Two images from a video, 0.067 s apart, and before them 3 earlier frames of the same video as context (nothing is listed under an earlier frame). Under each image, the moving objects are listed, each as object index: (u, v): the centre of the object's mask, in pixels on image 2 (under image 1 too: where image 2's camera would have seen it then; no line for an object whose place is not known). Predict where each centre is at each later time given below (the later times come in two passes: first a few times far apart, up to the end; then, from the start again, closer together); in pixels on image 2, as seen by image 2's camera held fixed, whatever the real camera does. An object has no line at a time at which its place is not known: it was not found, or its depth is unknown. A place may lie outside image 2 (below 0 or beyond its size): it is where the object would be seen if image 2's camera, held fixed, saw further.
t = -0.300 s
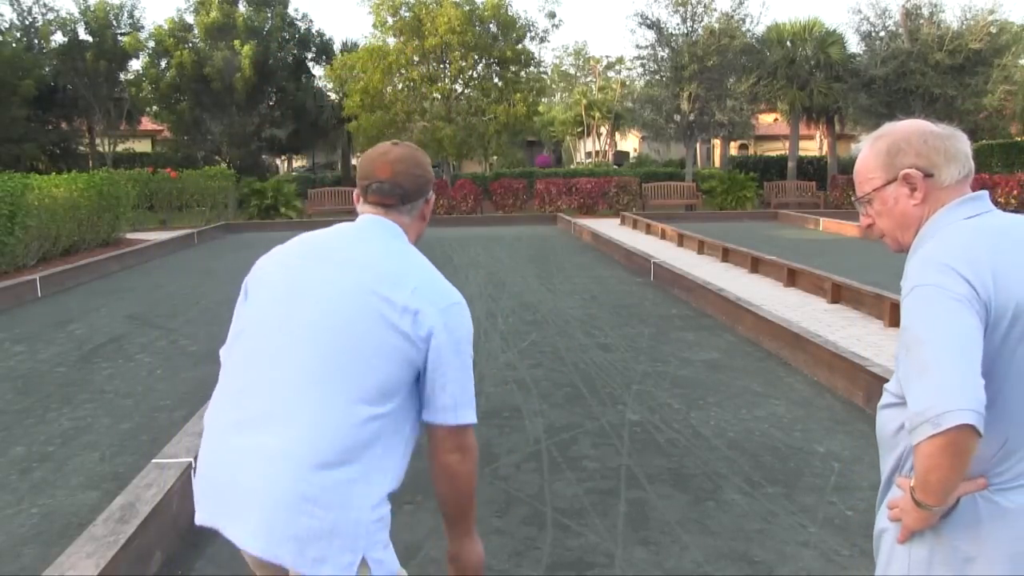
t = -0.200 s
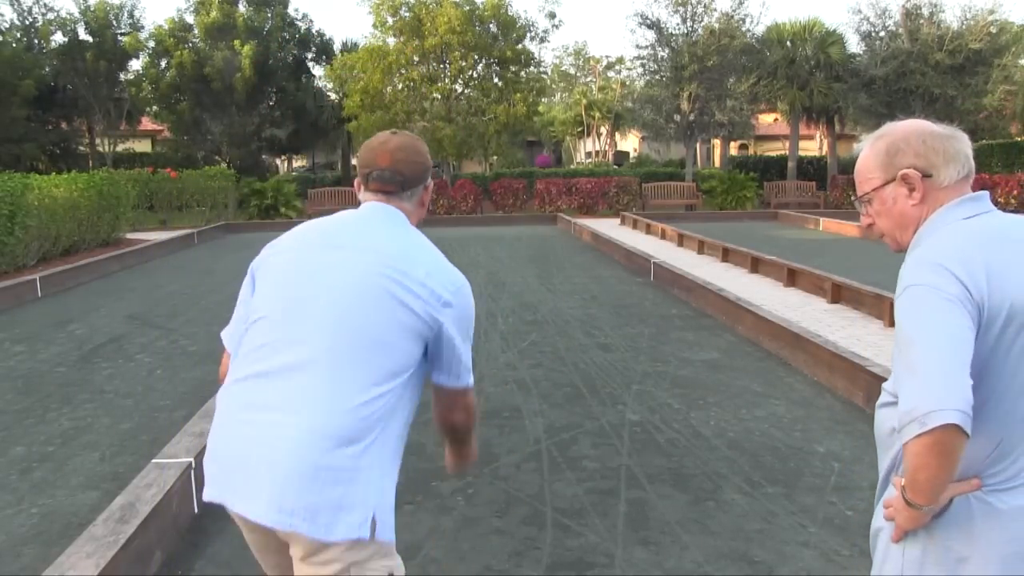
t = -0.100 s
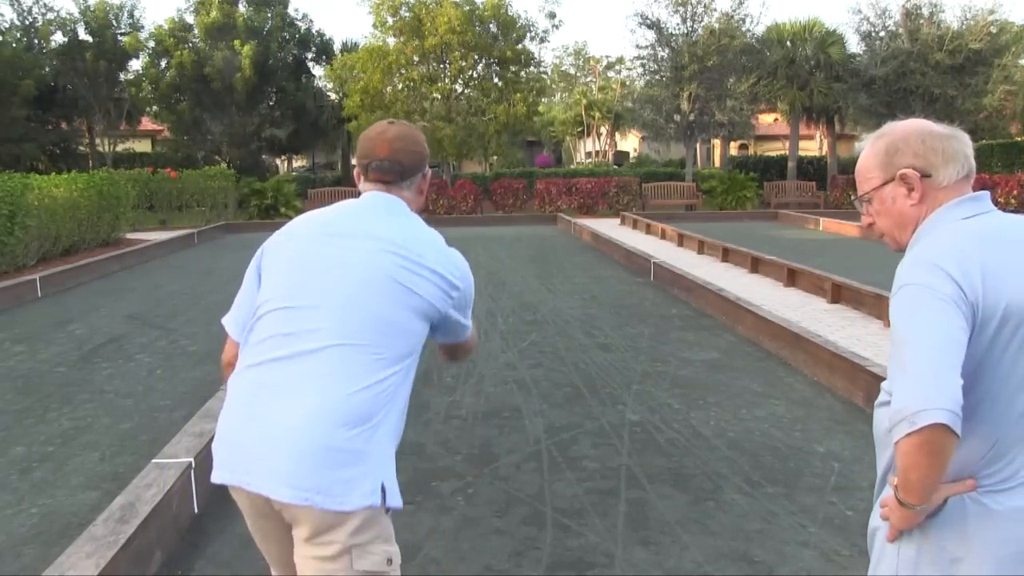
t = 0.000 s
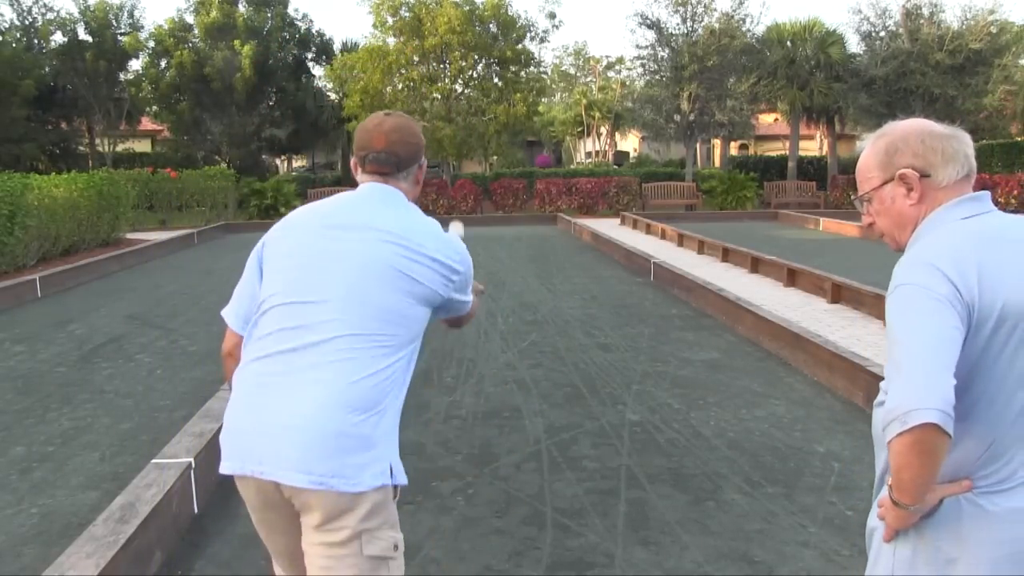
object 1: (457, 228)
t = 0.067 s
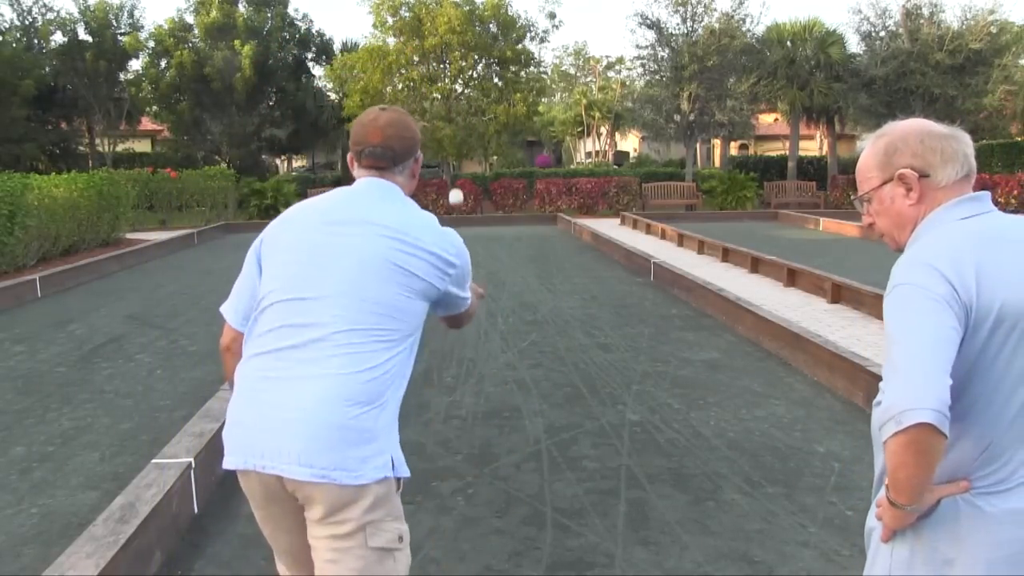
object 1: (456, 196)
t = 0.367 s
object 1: (457, 192)
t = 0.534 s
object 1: (460, 251)
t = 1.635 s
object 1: (468, 306)
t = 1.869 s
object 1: (469, 298)
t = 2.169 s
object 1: (470, 290)
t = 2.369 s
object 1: (470, 285)
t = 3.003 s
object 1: (473, 273)
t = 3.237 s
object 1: (474, 269)
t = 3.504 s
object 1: (475, 266)
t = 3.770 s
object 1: (474, 263)
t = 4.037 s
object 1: (474, 261)
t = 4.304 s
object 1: (474, 259)
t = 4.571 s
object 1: (474, 257)
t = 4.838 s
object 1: (472, 255)
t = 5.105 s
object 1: (472, 254)
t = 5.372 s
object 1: (471, 253)
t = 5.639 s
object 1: (471, 253)
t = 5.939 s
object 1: (470, 252)
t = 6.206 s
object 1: (470, 252)
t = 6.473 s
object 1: (468, 251)
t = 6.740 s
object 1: (468, 252)
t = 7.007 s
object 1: (467, 251)
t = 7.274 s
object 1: (467, 251)
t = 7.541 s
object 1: (468, 251)
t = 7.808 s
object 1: (468, 252)
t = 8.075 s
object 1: (468, 251)
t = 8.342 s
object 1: (468, 251)
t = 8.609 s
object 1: (468, 251)
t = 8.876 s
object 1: (468, 251)
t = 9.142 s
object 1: (468, 251)
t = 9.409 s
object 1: (468, 251)
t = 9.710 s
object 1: (468, 251)
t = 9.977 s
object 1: (468, 252)
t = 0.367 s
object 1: (457, 192)
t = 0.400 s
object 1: (458, 201)
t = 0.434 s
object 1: (458, 212)
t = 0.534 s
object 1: (460, 251)
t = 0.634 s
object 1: (462, 299)
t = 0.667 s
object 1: (462, 316)
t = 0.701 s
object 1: (463, 334)
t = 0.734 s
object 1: (464, 353)
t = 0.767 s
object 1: (464, 354)
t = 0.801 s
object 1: (464, 347)
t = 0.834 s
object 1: (464, 342)
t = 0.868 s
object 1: (463, 339)
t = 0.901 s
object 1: (463, 338)
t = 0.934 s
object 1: (464, 338)
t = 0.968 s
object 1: (463, 339)
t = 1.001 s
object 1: (464, 339)
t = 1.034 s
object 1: (463, 336)
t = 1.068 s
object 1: (464, 334)
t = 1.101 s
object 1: (464, 333)
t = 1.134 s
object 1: (464, 330)
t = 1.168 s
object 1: (464, 329)
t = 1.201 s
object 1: (464, 327)
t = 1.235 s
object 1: (464, 326)
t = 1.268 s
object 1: (464, 324)
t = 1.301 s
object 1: (464, 321)
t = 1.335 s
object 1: (465, 320)
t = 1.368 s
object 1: (465, 318)
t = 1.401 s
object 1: (466, 316)
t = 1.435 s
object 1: (466, 314)
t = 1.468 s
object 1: (467, 313)
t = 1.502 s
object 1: (467, 311)
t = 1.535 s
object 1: (467, 310)
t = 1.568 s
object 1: (467, 309)
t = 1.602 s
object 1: (467, 307)
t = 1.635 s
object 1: (468, 306)
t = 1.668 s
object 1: (468, 305)
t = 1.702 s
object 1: (468, 303)
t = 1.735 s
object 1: (468, 302)
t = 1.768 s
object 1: (468, 301)
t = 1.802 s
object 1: (469, 300)
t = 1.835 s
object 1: (469, 299)
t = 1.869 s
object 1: (469, 298)
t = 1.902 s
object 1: (469, 297)
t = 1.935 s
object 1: (469, 296)
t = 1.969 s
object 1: (469, 295)
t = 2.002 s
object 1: (469, 294)
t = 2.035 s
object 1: (469, 294)
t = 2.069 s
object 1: (469, 293)
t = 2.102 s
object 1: (469, 292)
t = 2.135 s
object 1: (470, 291)
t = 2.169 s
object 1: (470, 290)
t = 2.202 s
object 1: (470, 289)
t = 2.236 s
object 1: (470, 288)
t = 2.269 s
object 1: (470, 288)
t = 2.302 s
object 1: (470, 287)
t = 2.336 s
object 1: (470, 286)
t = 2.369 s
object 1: (470, 285)
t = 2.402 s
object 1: (470, 284)
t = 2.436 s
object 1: (470, 283)
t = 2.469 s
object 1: (471, 283)
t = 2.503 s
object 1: (471, 282)
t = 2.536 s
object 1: (471, 281)
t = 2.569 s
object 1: (471, 281)
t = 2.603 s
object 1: (471, 280)
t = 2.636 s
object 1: (472, 279)
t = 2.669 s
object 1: (472, 279)
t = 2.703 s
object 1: (472, 278)
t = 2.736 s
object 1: (472, 278)
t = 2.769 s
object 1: (472, 277)
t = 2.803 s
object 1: (472, 276)
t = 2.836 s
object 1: (472, 275)
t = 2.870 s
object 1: (472, 275)
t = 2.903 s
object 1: (472, 274)
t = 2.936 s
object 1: (473, 274)
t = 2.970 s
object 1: (473, 274)
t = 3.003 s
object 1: (473, 273)
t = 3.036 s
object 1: (473, 273)
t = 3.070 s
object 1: (473, 272)
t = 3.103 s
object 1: (473, 272)
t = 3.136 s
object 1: (473, 271)
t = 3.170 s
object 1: (473, 270)
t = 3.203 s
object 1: (473, 270)
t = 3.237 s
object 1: (474, 269)
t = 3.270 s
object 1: (474, 269)
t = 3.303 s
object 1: (474, 269)
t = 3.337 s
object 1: (474, 268)
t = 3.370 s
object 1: (474, 268)
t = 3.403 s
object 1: (475, 267)
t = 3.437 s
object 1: (475, 267)
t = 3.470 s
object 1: (475, 266)
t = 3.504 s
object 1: (475, 266)
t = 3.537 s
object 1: (475, 266)
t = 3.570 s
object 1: (474, 265)
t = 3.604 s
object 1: (474, 265)
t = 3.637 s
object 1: (474, 265)
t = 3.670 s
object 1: (474, 264)
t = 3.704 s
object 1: (474, 264)
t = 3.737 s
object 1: (474, 264)
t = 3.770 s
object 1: (474, 263)
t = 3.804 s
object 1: (474, 263)
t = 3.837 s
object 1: (474, 263)
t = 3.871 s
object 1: (474, 263)
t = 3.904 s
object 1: (475, 262)
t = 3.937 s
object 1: (475, 262)
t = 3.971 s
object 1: (474, 262)
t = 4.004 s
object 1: (474, 261)
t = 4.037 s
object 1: (474, 261)
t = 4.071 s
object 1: (474, 261)
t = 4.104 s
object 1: (474, 260)
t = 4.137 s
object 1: (474, 260)
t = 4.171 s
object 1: (474, 260)
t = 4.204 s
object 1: (474, 260)
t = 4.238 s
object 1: (474, 259)
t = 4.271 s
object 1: (474, 259)
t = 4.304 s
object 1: (474, 259)
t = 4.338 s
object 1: (474, 259)
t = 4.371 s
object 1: (474, 259)
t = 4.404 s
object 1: (473, 258)
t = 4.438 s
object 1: (474, 258)
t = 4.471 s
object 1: (474, 258)
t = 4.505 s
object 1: (474, 258)
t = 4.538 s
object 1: (474, 257)
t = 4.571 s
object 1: (474, 257)
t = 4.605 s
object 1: (474, 257)
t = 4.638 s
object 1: (474, 257)
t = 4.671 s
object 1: (473, 256)
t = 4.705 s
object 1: (473, 256)
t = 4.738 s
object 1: (473, 255)
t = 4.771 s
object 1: (473, 256)
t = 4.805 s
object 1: (472, 255)
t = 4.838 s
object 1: (472, 255)
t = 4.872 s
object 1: (472, 255)
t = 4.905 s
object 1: (472, 255)
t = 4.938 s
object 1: (472, 255)
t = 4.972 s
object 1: (472, 254)
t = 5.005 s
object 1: (472, 254)
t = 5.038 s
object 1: (472, 254)
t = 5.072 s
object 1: (472, 254)
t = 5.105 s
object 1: (472, 254)
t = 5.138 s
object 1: (472, 254)
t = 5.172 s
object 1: (472, 254)
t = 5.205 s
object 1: (472, 254)
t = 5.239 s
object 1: (472, 253)
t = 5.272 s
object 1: (471, 253)
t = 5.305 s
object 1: (472, 253)
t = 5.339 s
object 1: (472, 253)
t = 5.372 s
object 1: (471, 253)
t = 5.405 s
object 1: (471, 253)
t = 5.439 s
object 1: (471, 253)
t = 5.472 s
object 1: (471, 253)
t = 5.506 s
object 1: (471, 253)
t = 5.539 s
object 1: (471, 252)
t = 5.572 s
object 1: (471, 253)
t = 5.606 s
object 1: (471, 253)
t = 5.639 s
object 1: (471, 253)
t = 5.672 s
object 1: (471, 252)
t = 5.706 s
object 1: (471, 252)
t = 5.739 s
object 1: (470, 252)
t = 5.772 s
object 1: (470, 252)
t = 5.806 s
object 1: (470, 252)
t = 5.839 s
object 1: (470, 252)
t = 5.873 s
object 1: (470, 252)
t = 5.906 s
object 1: (470, 252)
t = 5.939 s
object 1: (470, 252)
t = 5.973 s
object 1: (470, 252)
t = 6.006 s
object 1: (470, 252)
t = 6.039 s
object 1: (470, 252)
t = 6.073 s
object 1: (470, 252)
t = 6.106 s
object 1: (470, 252)
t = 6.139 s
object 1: (470, 252)
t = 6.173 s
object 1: (470, 252)
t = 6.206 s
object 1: (470, 252)
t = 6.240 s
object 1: (470, 252)
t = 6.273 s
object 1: (470, 252)
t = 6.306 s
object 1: (469, 251)
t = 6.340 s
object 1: (469, 251)
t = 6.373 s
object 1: (469, 251)
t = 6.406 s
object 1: (468, 251)
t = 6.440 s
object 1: (469, 251)
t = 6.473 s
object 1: (468, 251)
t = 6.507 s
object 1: (468, 251)
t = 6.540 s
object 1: (468, 251)
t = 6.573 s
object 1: (468, 251)
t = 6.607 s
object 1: (468, 251)
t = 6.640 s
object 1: (468, 251)
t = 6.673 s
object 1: (468, 252)
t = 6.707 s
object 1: (468, 252)
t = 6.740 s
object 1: (468, 252)
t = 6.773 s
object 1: (468, 252)
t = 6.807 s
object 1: (468, 251)
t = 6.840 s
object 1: (468, 251)
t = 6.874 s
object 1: (467, 252)
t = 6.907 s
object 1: (467, 251)
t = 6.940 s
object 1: (467, 251)
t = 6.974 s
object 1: (467, 251)
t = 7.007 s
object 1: (467, 251)
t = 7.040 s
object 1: (467, 251)
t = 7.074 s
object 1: (467, 251)
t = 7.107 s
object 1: (467, 251)
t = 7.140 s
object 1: (467, 251)
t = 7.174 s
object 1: (467, 251)
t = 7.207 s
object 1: (467, 251)
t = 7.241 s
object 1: (467, 251)
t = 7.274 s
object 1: (467, 251)
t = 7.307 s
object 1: (467, 251)
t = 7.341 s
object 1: (467, 251)
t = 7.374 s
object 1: (467, 251)
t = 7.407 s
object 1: (467, 251)
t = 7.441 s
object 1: (467, 251)
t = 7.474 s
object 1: (467, 251)
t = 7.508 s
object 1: (468, 251)
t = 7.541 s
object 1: (468, 251)
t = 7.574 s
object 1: (468, 251)
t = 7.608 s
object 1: (468, 251)
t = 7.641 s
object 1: (468, 251)
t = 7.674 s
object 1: (468, 251)
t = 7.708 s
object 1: (468, 251)
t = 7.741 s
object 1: (468, 251)
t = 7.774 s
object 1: (468, 251)
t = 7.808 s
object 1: (468, 252)
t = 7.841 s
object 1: (468, 251)
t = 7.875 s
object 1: (468, 251)
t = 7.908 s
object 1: (468, 251)
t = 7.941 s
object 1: (468, 251)
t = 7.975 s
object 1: (468, 251)
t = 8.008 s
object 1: (468, 251)
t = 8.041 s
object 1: (468, 251)
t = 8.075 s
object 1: (468, 251)
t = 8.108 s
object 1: (468, 251)
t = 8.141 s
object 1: (468, 251)
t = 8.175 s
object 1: (467, 251)
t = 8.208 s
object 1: (467, 251)
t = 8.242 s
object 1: (467, 251)
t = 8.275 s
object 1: (467, 251)
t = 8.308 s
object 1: (468, 251)
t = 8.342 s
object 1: (468, 251)
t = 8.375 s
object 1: (468, 251)
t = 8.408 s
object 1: (468, 251)
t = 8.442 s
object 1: (468, 251)
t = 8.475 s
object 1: (468, 251)
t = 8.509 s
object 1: (468, 251)
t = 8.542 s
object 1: (468, 251)
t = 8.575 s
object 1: (468, 251)
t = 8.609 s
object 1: (468, 251)
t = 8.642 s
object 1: (468, 251)
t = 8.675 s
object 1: (468, 251)
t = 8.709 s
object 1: (468, 251)
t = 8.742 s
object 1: (468, 251)
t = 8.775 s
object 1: (468, 251)
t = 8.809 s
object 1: (468, 251)
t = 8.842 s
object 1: (468, 251)
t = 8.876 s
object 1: (468, 251)
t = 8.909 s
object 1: (468, 251)
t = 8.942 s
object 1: (468, 251)
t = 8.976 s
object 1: (468, 251)
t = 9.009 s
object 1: (468, 251)
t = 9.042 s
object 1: (468, 251)
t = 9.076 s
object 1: (468, 251)
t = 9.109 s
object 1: (468, 251)
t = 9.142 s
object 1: (468, 251)
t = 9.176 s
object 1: (468, 251)
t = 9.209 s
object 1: (468, 251)
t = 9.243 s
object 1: (468, 251)
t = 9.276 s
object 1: (468, 251)
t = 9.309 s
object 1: (468, 251)
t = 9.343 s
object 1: (468, 251)
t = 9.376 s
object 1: (468, 251)
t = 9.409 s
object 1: (468, 251)
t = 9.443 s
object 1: (468, 251)
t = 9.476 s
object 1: (468, 251)
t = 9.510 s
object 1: (468, 251)
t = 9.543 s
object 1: (468, 251)
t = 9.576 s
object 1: (468, 251)
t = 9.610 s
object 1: (468, 251)
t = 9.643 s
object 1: (468, 251)
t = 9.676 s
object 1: (468, 251)
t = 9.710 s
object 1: (468, 251)
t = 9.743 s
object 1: (468, 251)
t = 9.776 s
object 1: (468, 251)
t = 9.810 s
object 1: (468, 251)
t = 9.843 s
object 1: (468, 251)
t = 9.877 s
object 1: (468, 251)
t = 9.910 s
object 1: (468, 252)
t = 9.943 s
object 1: (468, 252)
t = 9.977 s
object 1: (468, 252)
